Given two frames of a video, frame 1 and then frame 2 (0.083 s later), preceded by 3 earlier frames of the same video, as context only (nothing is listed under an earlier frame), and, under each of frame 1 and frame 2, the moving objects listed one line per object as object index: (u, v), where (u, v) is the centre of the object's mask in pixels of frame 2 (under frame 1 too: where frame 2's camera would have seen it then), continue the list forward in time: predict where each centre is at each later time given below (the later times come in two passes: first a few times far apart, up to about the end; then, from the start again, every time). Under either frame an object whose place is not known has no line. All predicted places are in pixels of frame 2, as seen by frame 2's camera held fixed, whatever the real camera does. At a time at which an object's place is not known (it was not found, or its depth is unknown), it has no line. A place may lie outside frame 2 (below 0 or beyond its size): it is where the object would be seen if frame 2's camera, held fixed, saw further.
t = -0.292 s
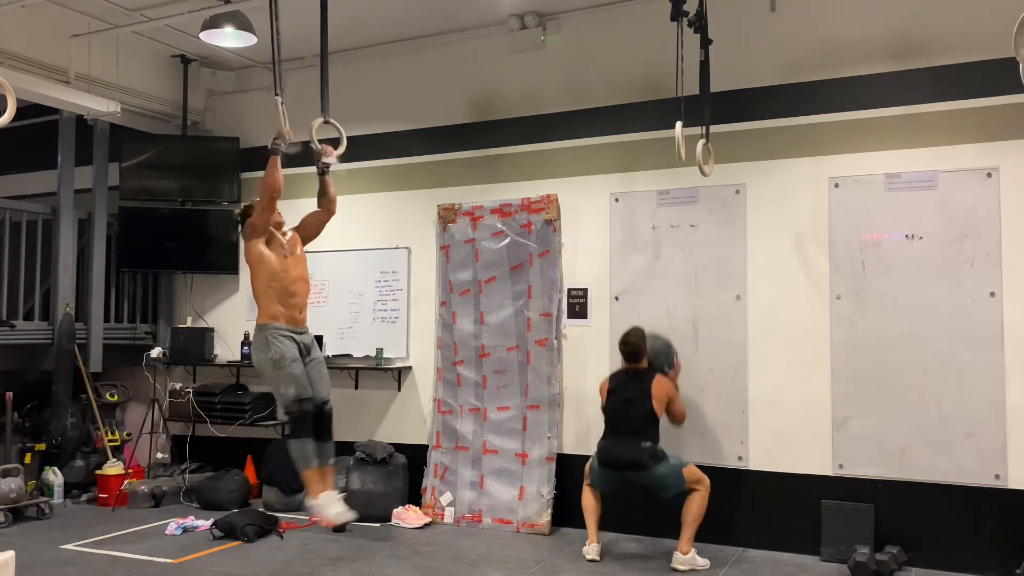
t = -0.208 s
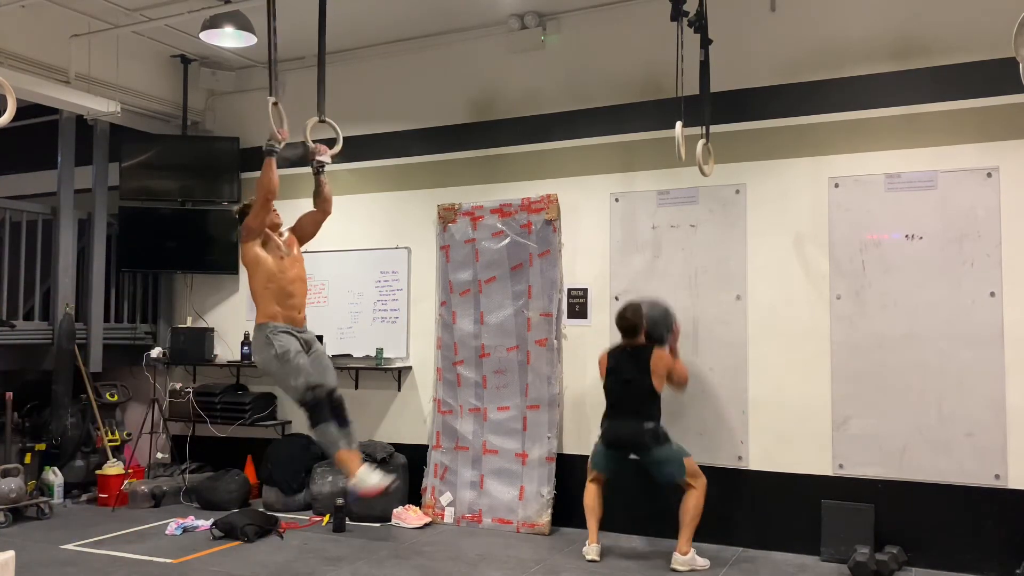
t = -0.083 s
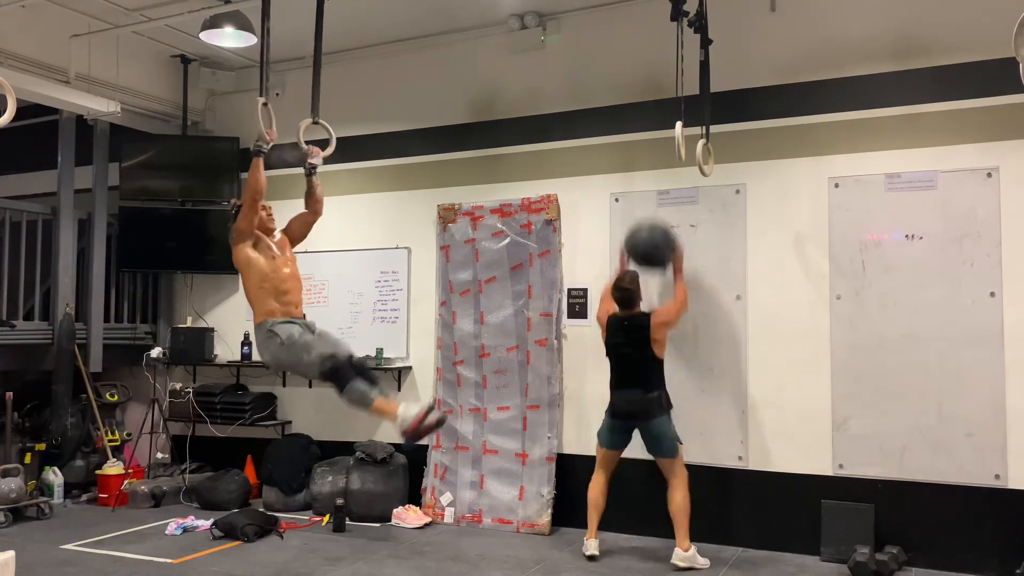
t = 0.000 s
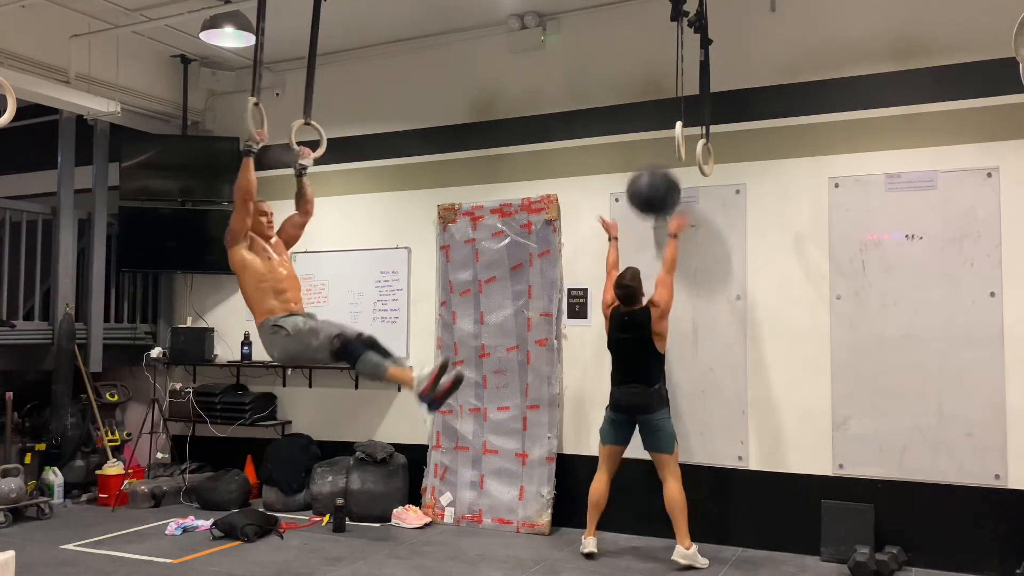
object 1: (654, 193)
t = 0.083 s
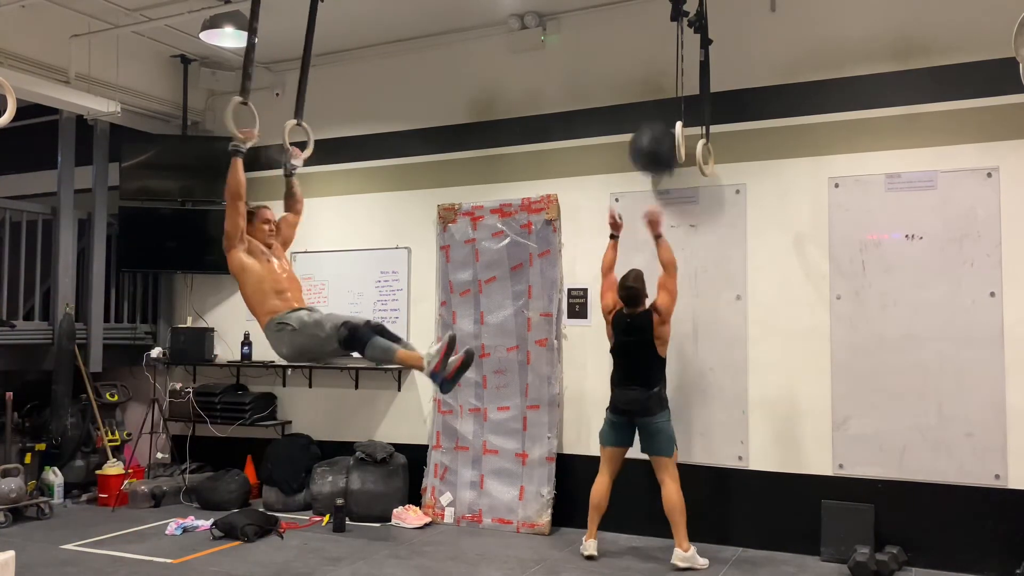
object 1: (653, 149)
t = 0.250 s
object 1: (659, 98)
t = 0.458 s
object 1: (656, 87)
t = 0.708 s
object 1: (653, 158)
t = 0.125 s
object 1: (656, 128)
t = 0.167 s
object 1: (655, 115)
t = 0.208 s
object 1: (658, 104)
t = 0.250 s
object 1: (659, 98)
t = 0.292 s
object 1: (658, 88)
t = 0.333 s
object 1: (657, 85)
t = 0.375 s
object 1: (657, 83)
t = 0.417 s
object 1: (656, 84)
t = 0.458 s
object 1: (656, 87)
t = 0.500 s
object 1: (656, 93)
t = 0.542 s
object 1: (656, 102)
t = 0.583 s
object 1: (654, 110)
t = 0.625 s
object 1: (653, 123)
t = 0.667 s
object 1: (652, 139)
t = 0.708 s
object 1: (653, 158)
